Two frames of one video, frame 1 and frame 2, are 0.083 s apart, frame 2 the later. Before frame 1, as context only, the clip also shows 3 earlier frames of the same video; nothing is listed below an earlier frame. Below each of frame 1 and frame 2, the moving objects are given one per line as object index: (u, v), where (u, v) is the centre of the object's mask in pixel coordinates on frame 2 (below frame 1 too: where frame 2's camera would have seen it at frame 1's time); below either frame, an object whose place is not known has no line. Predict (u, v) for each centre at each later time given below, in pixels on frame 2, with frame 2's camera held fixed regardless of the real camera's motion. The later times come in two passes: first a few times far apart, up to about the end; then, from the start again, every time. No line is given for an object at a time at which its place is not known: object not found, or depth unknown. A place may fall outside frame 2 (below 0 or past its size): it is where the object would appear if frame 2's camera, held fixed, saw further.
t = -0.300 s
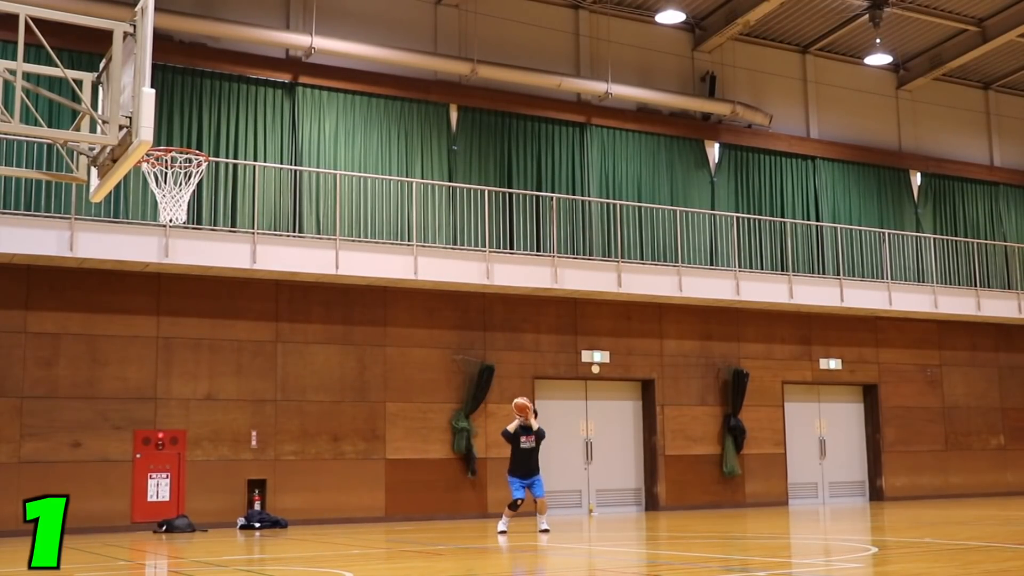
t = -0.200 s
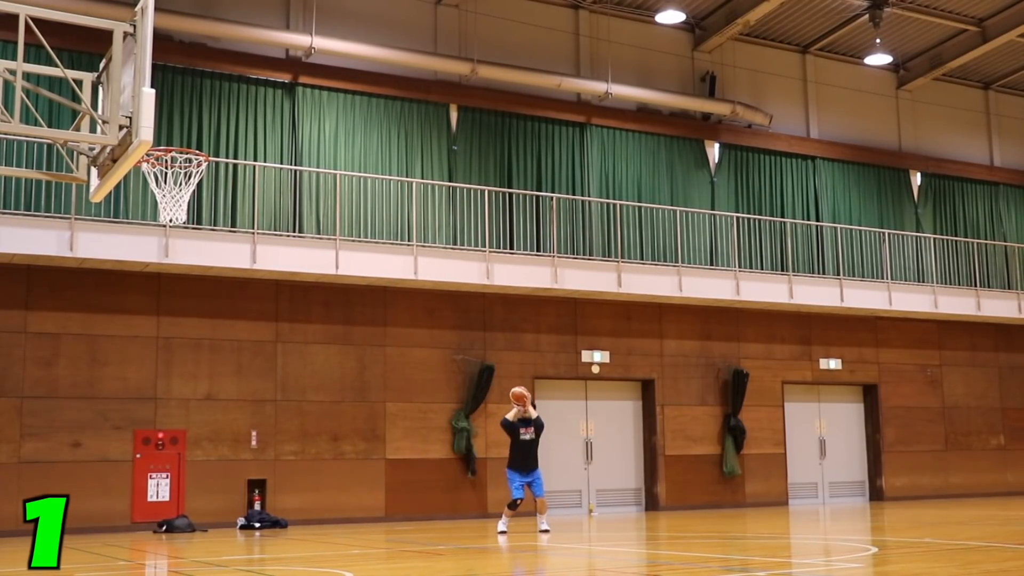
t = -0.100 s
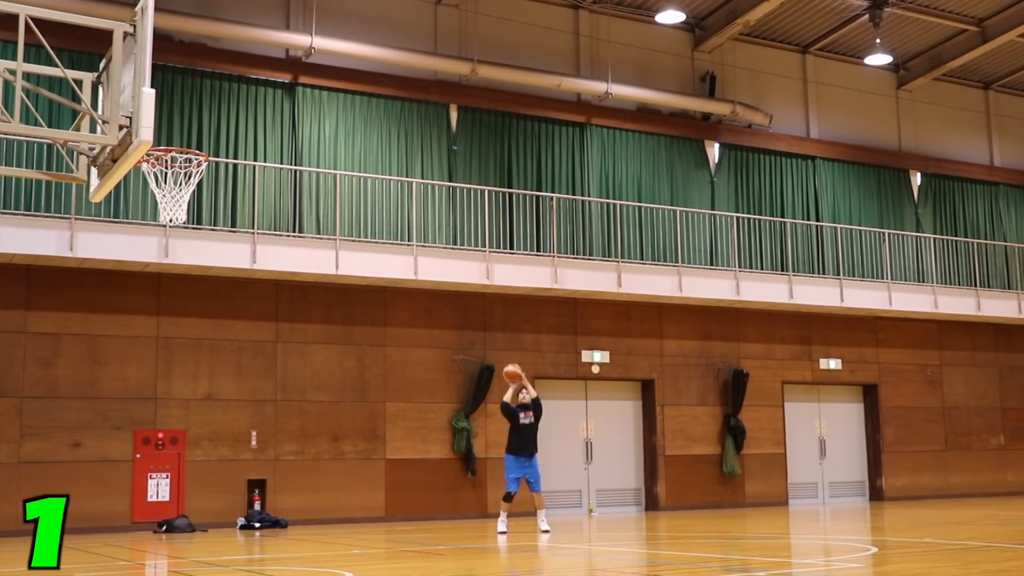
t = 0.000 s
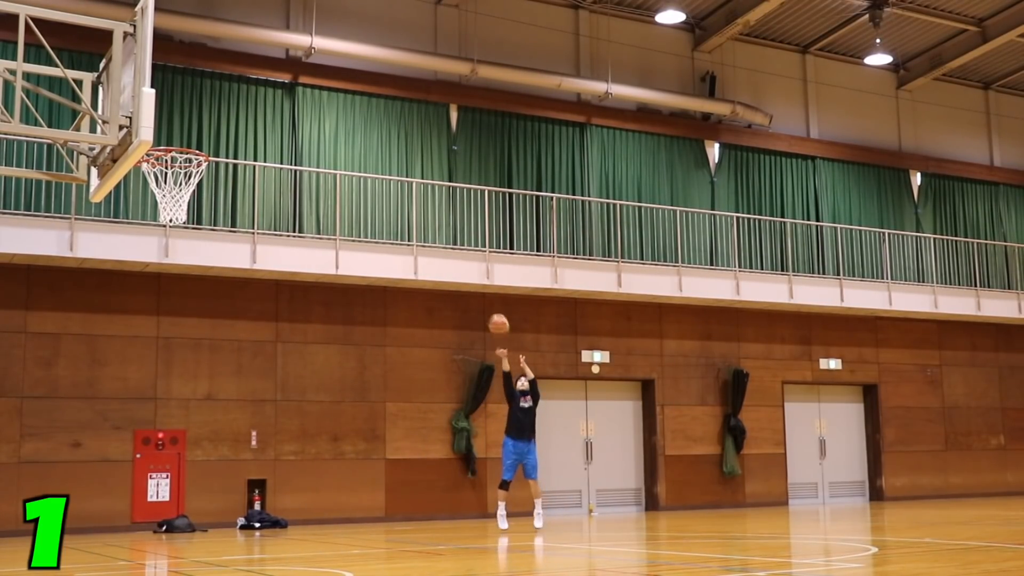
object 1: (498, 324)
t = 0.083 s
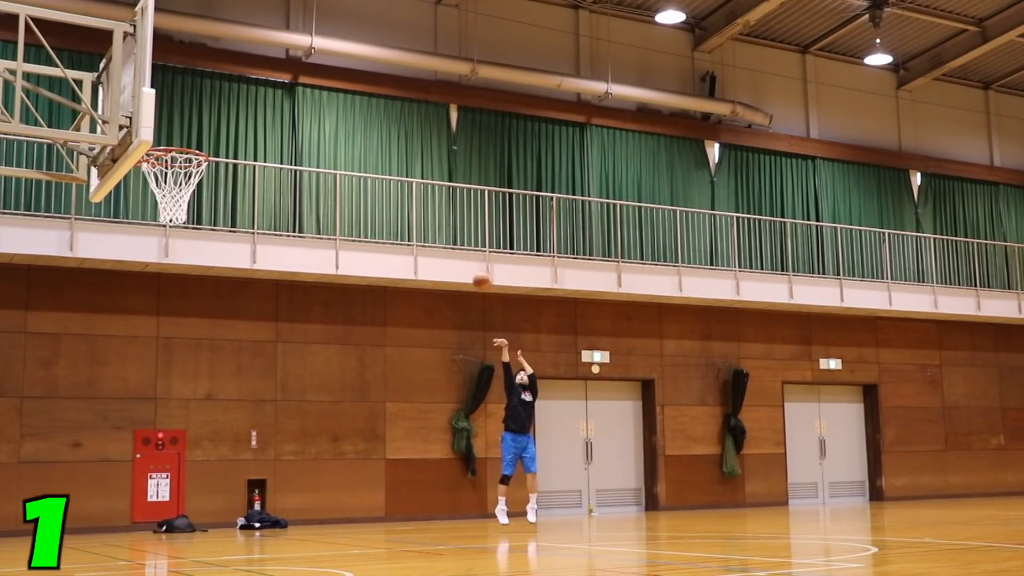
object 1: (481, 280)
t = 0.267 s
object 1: (445, 197)
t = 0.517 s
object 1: (388, 116)
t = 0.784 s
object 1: (314, 81)
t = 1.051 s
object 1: (218, 120)
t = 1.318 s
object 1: (155, 230)
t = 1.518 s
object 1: (141, 352)
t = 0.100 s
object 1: (479, 274)
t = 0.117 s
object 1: (475, 265)
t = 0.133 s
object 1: (472, 255)
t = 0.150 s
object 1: (469, 248)
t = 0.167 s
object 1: (466, 240)
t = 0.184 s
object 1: (463, 232)
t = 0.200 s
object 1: (459, 225)
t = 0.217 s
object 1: (456, 217)
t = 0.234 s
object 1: (452, 211)
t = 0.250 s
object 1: (449, 204)
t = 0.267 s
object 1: (445, 197)
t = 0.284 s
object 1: (442, 190)
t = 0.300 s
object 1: (438, 184)
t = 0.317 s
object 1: (434, 178)
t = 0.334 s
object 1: (431, 171)
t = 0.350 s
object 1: (427, 166)
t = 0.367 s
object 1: (423, 160)
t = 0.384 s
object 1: (420, 154)
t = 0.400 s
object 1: (416, 149)
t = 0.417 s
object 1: (412, 143)
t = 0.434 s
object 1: (408, 138)
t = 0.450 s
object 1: (404, 134)
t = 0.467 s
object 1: (400, 129)
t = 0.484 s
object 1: (397, 125)
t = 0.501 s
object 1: (392, 120)
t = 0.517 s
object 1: (388, 116)
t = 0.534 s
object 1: (384, 112)
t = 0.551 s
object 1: (379, 108)
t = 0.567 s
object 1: (375, 105)
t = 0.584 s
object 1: (371, 102)
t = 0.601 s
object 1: (367, 99)
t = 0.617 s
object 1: (362, 96)
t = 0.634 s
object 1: (358, 93)
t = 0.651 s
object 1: (353, 91)
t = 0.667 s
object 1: (348, 88)
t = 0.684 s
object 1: (344, 87)
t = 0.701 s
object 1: (339, 85)
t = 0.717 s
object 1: (334, 84)
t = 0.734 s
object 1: (329, 83)
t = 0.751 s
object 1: (324, 82)
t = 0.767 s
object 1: (319, 81)
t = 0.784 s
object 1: (314, 81)
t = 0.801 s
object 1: (309, 81)
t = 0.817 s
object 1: (303, 81)
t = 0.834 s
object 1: (298, 82)
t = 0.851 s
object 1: (293, 83)
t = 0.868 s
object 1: (287, 84)
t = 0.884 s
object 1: (281, 86)
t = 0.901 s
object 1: (276, 87)
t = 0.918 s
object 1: (270, 90)
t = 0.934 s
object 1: (264, 92)
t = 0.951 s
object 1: (257, 95)
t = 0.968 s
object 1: (251, 98)
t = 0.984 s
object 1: (245, 101)
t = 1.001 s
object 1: (238, 105)
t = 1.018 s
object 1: (232, 110)
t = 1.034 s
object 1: (225, 115)
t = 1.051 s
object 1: (218, 120)
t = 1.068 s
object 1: (211, 125)
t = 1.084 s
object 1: (204, 131)
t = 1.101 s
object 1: (197, 136)
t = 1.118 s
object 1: (190, 140)
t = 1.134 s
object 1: (184, 143)
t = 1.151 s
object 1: (175, 159)
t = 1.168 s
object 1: (168, 169)
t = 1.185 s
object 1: (164, 178)
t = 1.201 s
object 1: (163, 187)
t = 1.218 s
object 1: (162, 195)
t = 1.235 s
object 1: (161, 197)
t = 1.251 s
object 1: (160, 203)
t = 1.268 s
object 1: (158, 209)
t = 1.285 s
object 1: (157, 216)
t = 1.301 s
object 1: (157, 223)
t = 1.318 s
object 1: (155, 230)
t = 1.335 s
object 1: (154, 239)
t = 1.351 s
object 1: (153, 246)
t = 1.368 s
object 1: (151, 256)
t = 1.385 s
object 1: (151, 268)
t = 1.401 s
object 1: (150, 277)
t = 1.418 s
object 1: (149, 285)
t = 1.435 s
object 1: (147, 296)
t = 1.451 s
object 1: (146, 305)
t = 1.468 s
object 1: (146, 315)
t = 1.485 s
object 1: (143, 328)
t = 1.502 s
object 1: (142, 339)
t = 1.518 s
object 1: (141, 352)
